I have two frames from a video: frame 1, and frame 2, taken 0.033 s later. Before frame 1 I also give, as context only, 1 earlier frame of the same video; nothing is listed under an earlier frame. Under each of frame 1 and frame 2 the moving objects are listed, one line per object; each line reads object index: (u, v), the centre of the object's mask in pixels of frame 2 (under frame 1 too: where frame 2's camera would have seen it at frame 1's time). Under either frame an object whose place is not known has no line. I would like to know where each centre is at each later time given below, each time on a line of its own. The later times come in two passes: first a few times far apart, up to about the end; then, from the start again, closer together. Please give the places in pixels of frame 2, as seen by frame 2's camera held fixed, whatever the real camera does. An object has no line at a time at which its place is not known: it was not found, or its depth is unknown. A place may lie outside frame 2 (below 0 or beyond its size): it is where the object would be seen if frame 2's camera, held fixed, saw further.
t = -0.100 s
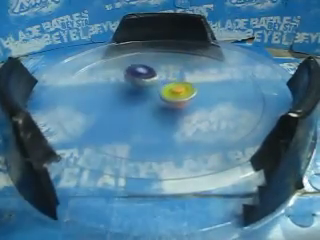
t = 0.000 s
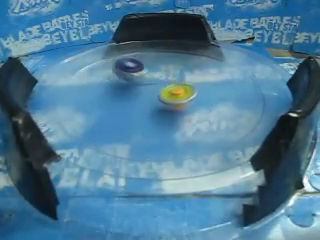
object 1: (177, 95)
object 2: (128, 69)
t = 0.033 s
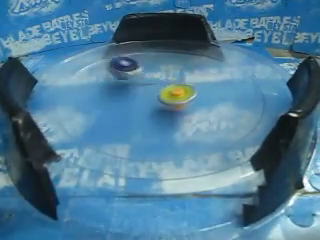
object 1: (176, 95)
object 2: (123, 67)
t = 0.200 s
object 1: (175, 98)
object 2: (98, 70)
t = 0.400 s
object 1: (172, 101)
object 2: (109, 90)
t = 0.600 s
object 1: (206, 103)
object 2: (134, 88)
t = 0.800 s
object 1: (200, 96)
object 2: (144, 78)
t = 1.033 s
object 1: (178, 93)
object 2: (133, 71)
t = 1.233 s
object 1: (164, 95)
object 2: (127, 76)
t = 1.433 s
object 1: (184, 106)
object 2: (129, 82)
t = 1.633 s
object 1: (182, 101)
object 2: (153, 87)
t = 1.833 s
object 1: (180, 99)
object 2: (164, 75)
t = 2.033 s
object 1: (170, 96)
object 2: (157, 70)
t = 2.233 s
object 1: (163, 102)
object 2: (148, 70)
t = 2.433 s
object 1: (173, 122)
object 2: (131, 73)
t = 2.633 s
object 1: (184, 116)
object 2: (145, 90)
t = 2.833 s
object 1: (199, 124)
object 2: (175, 80)
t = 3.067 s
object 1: (205, 118)
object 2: (165, 71)
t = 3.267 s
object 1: (200, 108)
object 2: (152, 79)
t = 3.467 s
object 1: (192, 103)
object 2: (156, 89)
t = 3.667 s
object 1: (217, 108)
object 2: (143, 84)
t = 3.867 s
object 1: (217, 100)
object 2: (138, 96)
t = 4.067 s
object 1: (204, 92)
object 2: (162, 102)
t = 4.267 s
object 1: (216, 74)
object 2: (149, 102)
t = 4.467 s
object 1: (191, 70)
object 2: (157, 102)
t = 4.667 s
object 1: (170, 69)
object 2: (155, 96)
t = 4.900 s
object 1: (151, 72)
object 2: (140, 95)
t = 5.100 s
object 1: (138, 76)
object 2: (142, 100)
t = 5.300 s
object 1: (129, 77)
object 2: (155, 97)
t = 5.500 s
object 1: (122, 79)
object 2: (158, 90)
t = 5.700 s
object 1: (109, 79)
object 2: (164, 88)
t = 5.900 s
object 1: (96, 79)
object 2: (181, 84)
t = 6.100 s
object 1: (98, 84)
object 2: (178, 79)
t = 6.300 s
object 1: (105, 89)
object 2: (165, 79)
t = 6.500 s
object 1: (116, 92)
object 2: (158, 88)
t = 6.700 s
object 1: (101, 95)
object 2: (184, 89)
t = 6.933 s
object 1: (119, 99)
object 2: (186, 83)
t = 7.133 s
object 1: (136, 101)
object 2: (169, 87)
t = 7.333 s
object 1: (140, 106)
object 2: (170, 90)
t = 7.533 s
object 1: (135, 110)
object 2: (182, 88)
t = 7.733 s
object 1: (142, 109)
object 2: (174, 81)
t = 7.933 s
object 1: (149, 109)
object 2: (156, 85)
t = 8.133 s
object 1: (150, 115)
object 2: (150, 88)
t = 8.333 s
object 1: (156, 115)
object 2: (150, 92)
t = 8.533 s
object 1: (162, 115)
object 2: (155, 92)
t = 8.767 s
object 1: (165, 111)
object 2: (153, 88)
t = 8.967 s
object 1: (165, 107)
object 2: (140, 87)
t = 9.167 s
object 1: (171, 106)
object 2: (133, 89)
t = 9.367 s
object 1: (186, 103)
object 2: (125, 90)
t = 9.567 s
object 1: (204, 98)
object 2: (114, 90)
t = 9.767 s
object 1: (200, 92)
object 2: (125, 97)
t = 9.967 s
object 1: (194, 88)
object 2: (148, 93)
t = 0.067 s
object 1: (176, 96)
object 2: (117, 67)
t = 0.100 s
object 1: (176, 97)
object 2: (111, 67)
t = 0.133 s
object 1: (175, 97)
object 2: (106, 67)
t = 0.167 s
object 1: (175, 97)
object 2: (102, 68)
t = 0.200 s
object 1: (175, 98)
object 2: (98, 70)
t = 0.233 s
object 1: (175, 98)
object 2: (95, 72)
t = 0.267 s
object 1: (174, 99)
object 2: (95, 76)
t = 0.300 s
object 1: (174, 99)
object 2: (96, 80)
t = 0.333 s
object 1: (173, 100)
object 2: (98, 83)
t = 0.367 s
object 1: (173, 100)
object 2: (103, 86)
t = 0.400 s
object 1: (172, 101)
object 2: (109, 90)
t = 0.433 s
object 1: (172, 101)
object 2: (117, 93)
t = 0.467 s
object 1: (171, 101)
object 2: (125, 95)
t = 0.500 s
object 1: (177, 102)
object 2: (129, 93)
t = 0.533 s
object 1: (188, 102)
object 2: (129, 92)
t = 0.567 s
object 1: (198, 103)
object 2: (131, 90)
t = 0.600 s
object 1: (206, 103)
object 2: (134, 88)
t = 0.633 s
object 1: (208, 102)
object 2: (138, 87)
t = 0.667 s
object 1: (209, 101)
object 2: (140, 85)
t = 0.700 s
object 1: (208, 100)
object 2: (142, 83)
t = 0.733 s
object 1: (206, 99)
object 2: (143, 81)
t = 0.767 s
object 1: (203, 98)
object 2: (144, 79)
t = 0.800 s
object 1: (200, 96)
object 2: (144, 78)
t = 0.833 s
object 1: (197, 95)
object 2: (144, 75)
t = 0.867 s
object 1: (194, 95)
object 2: (142, 74)
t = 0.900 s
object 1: (191, 94)
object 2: (141, 72)
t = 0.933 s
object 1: (188, 94)
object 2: (139, 71)
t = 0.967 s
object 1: (184, 93)
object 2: (136, 71)
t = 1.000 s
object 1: (181, 93)
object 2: (135, 71)
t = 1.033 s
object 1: (178, 93)
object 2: (133, 71)
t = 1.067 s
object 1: (174, 93)
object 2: (131, 71)
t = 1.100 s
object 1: (170, 92)
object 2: (129, 72)
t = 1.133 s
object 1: (167, 92)
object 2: (128, 74)
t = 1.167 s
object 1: (163, 92)
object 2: (128, 75)
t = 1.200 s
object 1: (160, 92)
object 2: (129, 76)
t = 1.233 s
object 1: (164, 95)
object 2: (127, 76)
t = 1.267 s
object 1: (172, 100)
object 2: (124, 75)
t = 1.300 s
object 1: (177, 104)
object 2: (123, 74)
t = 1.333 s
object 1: (181, 106)
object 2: (123, 75)
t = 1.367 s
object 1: (183, 106)
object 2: (125, 78)
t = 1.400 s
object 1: (184, 106)
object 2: (126, 80)
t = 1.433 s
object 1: (184, 106)
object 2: (129, 82)
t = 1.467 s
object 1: (184, 105)
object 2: (132, 84)
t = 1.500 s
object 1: (184, 105)
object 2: (135, 85)
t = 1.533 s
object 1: (183, 104)
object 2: (140, 86)
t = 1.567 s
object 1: (182, 103)
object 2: (145, 87)
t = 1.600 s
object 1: (182, 102)
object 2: (149, 88)
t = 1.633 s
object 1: (182, 101)
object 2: (153, 87)
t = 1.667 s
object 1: (183, 102)
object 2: (156, 84)
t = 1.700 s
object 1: (184, 102)
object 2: (158, 82)
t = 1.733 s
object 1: (183, 102)
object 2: (161, 80)
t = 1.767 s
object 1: (182, 101)
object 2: (162, 78)
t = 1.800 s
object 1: (181, 100)
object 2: (163, 76)
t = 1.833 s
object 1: (180, 99)
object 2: (164, 75)
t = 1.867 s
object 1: (179, 98)
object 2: (164, 74)
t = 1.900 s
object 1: (177, 98)
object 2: (164, 73)
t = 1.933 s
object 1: (176, 97)
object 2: (163, 72)
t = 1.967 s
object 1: (174, 97)
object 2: (161, 71)
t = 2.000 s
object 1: (172, 96)
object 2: (159, 71)
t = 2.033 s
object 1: (170, 96)
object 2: (157, 70)
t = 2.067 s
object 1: (168, 95)
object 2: (156, 70)
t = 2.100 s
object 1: (167, 95)
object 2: (154, 70)
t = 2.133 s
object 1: (164, 95)
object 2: (153, 70)
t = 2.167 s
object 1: (163, 94)
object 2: (151, 72)
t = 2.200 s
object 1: (161, 94)
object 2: (150, 72)
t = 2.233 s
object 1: (163, 102)
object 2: (148, 70)
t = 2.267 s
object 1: (164, 110)
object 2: (145, 67)
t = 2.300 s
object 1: (165, 115)
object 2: (142, 65)
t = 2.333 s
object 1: (167, 120)
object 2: (140, 66)
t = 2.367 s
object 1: (169, 122)
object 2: (137, 67)
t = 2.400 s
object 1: (170, 123)
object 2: (134, 69)
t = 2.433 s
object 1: (173, 122)
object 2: (131, 73)
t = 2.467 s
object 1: (176, 121)
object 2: (130, 76)
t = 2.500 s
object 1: (178, 120)
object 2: (129, 79)
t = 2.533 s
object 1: (180, 119)
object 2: (132, 82)
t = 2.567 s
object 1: (182, 118)
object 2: (135, 85)
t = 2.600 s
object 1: (183, 117)
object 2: (140, 88)
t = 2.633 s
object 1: (184, 116)
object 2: (145, 90)
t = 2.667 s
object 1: (185, 115)
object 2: (151, 92)
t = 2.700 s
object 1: (185, 113)
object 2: (158, 94)
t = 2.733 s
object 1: (185, 112)
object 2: (165, 92)
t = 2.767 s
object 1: (190, 117)
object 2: (170, 89)
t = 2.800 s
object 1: (196, 122)
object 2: (173, 84)
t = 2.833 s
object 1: (199, 124)
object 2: (175, 80)
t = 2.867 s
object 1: (202, 125)
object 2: (176, 78)
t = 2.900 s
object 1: (202, 125)
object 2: (176, 76)
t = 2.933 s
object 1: (203, 124)
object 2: (175, 74)
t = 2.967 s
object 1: (204, 122)
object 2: (173, 72)
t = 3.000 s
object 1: (205, 121)
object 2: (171, 71)
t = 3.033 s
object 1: (205, 119)
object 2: (168, 71)
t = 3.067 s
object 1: (205, 118)
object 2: (165, 71)
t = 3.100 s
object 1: (205, 116)
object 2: (162, 71)
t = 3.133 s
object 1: (205, 115)
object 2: (159, 71)
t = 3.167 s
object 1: (204, 113)
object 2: (157, 73)
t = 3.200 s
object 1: (203, 112)
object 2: (154, 75)
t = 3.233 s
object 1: (202, 110)
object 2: (153, 77)
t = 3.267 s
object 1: (200, 108)
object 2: (152, 79)
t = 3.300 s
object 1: (198, 107)
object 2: (152, 81)
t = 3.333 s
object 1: (195, 106)
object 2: (152, 83)
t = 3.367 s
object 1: (193, 104)
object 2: (153, 86)
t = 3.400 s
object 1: (190, 103)
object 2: (155, 88)
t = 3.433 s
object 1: (189, 103)
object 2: (156, 89)
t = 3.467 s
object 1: (192, 103)
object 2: (156, 89)
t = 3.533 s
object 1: (192, 103)
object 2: (157, 90)
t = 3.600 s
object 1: (203, 106)
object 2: (151, 88)
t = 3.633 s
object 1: (212, 107)
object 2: (146, 85)
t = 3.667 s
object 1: (217, 108)
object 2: (143, 84)
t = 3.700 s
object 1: (219, 108)
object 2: (140, 84)
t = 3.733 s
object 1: (220, 107)
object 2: (138, 86)
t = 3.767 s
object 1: (220, 105)
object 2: (136, 88)
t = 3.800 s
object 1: (219, 104)
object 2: (136, 91)
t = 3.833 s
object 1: (218, 102)
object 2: (136, 93)
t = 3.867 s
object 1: (217, 100)
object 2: (138, 96)
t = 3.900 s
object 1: (215, 99)
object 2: (141, 97)
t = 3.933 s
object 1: (214, 97)
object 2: (144, 100)
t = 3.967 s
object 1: (211, 95)
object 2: (148, 101)
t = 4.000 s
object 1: (209, 94)
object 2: (153, 102)
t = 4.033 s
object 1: (206, 93)
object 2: (158, 102)
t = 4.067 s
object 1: (204, 92)
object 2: (162, 102)
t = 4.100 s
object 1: (211, 88)
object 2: (158, 102)
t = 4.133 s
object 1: (219, 84)
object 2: (152, 102)
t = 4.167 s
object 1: (222, 80)
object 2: (149, 102)
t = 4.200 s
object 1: (222, 77)
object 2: (148, 102)
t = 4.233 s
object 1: (219, 76)
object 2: (149, 102)
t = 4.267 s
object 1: (216, 74)
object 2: (149, 102)
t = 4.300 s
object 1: (212, 73)
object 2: (150, 103)
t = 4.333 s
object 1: (207, 72)
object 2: (151, 103)
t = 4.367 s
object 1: (203, 71)
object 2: (153, 104)
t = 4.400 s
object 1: (199, 71)
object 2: (154, 103)
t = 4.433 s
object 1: (195, 71)
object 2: (155, 104)
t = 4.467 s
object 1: (191, 70)
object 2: (157, 102)
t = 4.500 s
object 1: (188, 70)
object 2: (157, 102)
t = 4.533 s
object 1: (184, 69)
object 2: (158, 101)
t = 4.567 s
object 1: (181, 69)
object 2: (158, 99)
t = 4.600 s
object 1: (177, 69)
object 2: (158, 98)
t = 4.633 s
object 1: (174, 69)
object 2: (157, 97)
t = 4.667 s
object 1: (170, 69)
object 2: (155, 96)
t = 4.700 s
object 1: (168, 69)
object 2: (152, 95)
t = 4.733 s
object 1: (164, 70)
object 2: (150, 94)
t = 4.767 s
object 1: (161, 70)
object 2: (147, 94)
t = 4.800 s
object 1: (159, 70)
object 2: (145, 95)
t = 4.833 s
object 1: (156, 71)
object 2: (143, 95)
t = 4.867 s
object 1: (153, 71)
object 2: (141, 95)
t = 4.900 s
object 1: (151, 72)
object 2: (140, 95)
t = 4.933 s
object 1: (149, 72)
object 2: (139, 96)
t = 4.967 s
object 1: (146, 73)
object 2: (139, 97)
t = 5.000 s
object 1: (145, 74)
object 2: (138, 98)
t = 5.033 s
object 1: (142, 75)
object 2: (138, 99)
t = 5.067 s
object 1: (140, 75)
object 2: (140, 100)
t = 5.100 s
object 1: (138, 76)
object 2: (142, 100)
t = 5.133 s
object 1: (137, 77)
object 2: (144, 100)
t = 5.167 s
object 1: (135, 77)
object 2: (146, 100)
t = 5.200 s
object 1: (134, 78)
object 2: (148, 99)
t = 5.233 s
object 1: (133, 78)
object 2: (151, 97)
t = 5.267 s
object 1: (130, 79)
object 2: (152, 97)
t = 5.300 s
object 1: (129, 77)
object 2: (155, 97)
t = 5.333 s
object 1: (128, 77)
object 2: (156, 97)
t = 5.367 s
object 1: (127, 78)
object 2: (157, 96)
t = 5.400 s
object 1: (126, 78)
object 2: (157, 94)
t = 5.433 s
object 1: (125, 79)
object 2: (158, 93)
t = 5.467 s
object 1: (123, 80)
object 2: (157, 91)
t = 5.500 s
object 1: (122, 79)
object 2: (158, 90)
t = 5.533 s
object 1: (120, 79)
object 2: (158, 90)
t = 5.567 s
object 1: (119, 80)
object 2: (158, 89)
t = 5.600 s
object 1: (119, 80)
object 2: (157, 88)
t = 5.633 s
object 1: (119, 81)
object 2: (157, 88)
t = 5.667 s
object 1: (118, 81)
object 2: (157, 87)
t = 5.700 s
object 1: (109, 79)
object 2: (164, 88)
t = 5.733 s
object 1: (101, 76)
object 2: (171, 89)
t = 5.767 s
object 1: (98, 77)
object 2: (176, 89)
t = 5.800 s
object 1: (97, 77)
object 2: (178, 88)
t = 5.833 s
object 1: (96, 78)
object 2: (180, 86)
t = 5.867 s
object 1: (96, 79)
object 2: (180, 85)
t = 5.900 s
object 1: (96, 79)
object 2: (181, 84)
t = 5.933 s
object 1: (97, 80)
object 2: (181, 83)
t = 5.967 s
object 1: (97, 80)
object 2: (181, 82)
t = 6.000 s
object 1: (97, 82)
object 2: (181, 81)
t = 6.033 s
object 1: (97, 82)
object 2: (180, 81)
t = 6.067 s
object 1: (98, 83)
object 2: (179, 80)
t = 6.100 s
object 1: (98, 84)
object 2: (178, 79)
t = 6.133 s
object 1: (99, 84)
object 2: (176, 79)
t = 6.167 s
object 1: (100, 85)
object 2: (174, 78)
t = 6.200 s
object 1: (101, 86)
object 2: (172, 78)
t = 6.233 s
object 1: (102, 87)
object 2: (169, 78)
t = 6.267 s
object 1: (103, 88)
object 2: (167, 78)
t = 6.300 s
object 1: (105, 89)
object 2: (165, 79)
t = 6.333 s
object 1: (107, 89)
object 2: (163, 80)
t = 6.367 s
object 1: (109, 90)
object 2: (161, 81)
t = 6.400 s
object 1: (111, 91)
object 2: (159, 83)
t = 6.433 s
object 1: (113, 92)
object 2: (158, 85)
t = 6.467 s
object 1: (115, 92)
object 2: (157, 86)
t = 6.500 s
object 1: (116, 92)
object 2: (158, 88)
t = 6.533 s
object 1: (106, 92)
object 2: (165, 89)
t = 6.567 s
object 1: (99, 92)
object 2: (171, 89)
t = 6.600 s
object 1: (97, 92)
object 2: (175, 90)
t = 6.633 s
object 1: (98, 93)
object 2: (179, 90)
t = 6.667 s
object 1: (99, 94)
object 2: (182, 89)
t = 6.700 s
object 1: (101, 95)
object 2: (184, 89)
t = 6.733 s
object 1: (104, 95)
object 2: (186, 88)
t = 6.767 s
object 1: (106, 96)
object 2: (188, 87)
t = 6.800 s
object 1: (109, 96)
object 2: (189, 86)
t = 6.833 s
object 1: (111, 97)
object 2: (189, 85)
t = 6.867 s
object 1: (114, 98)
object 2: (189, 84)
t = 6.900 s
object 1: (116, 99)
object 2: (187, 83)
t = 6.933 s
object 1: (119, 99)
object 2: (186, 83)
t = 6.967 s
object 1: (122, 100)
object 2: (183, 83)
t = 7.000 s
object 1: (124, 100)
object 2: (181, 83)
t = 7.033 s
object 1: (127, 100)
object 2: (177, 83)
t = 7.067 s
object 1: (130, 101)
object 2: (174, 84)
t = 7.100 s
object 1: (133, 101)
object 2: (171, 85)
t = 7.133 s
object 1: (136, 101)
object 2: (169, 87)
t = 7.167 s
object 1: (138, 102)
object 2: (168, 87)
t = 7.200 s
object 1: (135, 104)
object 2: (169, 88)
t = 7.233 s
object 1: (134, 106)
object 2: (169, 89)
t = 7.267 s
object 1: (135, 106)
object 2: (169, 89)
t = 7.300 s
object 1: (138, 106)
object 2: (169, 90)
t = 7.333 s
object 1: (140, 106)
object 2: (170, 90)
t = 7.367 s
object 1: (141, 107)
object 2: (172, 91)
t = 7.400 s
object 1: (142, 107)
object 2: (173, 91)
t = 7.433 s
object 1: (144, 108)
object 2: (174, 91)
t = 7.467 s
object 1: (141, 108)
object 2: (177, 91)
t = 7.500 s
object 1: (137, 110)
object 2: (180, 90)
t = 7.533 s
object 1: (135, 110)
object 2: (182, 88)
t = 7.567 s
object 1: (136, 110)
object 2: (182, 87)
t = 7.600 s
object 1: (137, 110)
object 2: (182, 85)
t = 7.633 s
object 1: (138, 110)
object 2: (181, 84)
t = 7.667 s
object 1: (140, 110)
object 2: (179, 82)
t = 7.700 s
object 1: (141, 110)
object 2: (177, 82)
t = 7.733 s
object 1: (142, 109)
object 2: (174, 81)
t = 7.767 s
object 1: (143, 109)
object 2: (170, 81)
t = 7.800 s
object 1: (145, 109)
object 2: (167, 81)
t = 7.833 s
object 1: (146, 109)
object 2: (164, 82)
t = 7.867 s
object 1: (147, 109)
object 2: (162, 83)
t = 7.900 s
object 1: (148, 109)
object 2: (159, 84)
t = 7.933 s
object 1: (149, 109)
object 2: (156, 85)
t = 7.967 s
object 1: (149, 109)
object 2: (155, 86)
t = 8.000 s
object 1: (149, 113)
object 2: (154, 87)
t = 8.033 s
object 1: (148, 115)
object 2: (153, 87)
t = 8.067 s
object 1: (148, 116)
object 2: (152, 88)
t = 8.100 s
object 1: (149, 116)
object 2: (151, 88)
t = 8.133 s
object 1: (150, 115)
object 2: (150, 88)
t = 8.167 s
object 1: (151, 116)
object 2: (149, 89)
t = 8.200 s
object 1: (152, 115)
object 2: (149, 90)
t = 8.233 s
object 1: (153, 115)
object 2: (148, 91)
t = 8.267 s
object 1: (154, 115)
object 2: (149, 91)
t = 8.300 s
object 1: (155, 115)
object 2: (149, 92)
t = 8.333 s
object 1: (156, 115)
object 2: (150, 92)
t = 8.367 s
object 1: (157, 117)
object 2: (151, 92)
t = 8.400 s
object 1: (158, 116)
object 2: (152, 92)
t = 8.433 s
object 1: (158, 116)
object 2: (153, 92)
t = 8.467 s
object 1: (160, 116)
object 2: (154, 92)
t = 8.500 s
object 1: (161, 116)
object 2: (154, 92)
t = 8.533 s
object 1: (162, 115)
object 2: (155, 92)
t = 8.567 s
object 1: (163, 114)
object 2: (156, 91)
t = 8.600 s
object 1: (163, 114)
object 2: (156, 91)
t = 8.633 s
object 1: (164, 113)
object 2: (156, 90)
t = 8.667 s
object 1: (164, 112)
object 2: (156, 90)
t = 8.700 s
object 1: (164, 111)
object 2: (155, 89)
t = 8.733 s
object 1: (164, 110)
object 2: (154, 89)
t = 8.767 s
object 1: (165, 111)
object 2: (153, 88)
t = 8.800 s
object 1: (165, 111)
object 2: (151, 88)
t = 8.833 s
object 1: (165, 111)
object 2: (149, 87)
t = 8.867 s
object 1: (165, 110)
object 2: (148, 87)
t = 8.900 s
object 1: (166, 109)
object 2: (145, 87)
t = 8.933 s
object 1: (165, 108)
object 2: (143, 87)
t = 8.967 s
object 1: (165, 107)
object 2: (140, 87)
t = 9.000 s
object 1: (165, 106)
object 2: (139, 88)
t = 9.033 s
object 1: (164, 106)
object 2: (138, 89)
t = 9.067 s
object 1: (167, 106)
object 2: (136, 89)
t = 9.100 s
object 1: (170, 106)
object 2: (134, 88)
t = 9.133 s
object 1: (170, 106)
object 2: (133, 88)
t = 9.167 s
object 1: (171, 106)
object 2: (133, 89)
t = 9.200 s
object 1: (171, 105)
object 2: (132, 90)
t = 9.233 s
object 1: (171, 104)
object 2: (132, 90)
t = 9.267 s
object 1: (171, 104)
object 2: (131, 91)
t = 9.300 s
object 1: (171, 103)
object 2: (133, 92)
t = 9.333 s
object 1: (174, 102)
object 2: (131, 92)
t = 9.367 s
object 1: (186, 103)
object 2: (125, 90)
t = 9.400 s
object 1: (195, 103)
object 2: (121, 89)
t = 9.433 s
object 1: (201, 103)
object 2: (119, 88)
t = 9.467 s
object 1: (203, 102)
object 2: (117, 89)
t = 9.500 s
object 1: (203, 100)
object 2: (116, 89)
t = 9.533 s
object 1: (204, 99)
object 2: (114, 90)
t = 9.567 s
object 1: (204, 98)
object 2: (114, 90)
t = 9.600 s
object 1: (204, 96)
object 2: (114, 91)
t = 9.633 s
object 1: (203, 95)
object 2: (115, 92)
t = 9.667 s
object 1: (203, 94)
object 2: (116, 94)
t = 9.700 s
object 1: (202, 93)
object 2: (118, 95)
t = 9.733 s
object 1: (201, 93)
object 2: (121, 96)
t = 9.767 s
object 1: (200, 92)
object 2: (125, 97)
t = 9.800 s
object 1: (200, 91)
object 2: (129, 97)
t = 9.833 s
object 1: (198, 90)
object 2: (133, 97)
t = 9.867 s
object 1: (197, 90)
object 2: (137, 96)
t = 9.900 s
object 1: (196, 89)
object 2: (141, 95)
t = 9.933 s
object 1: (195, 88)
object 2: (145, 94)
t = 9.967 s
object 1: (194, 88)
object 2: (148, 93)
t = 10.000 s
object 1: (193, 87)
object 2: (151, 92)
